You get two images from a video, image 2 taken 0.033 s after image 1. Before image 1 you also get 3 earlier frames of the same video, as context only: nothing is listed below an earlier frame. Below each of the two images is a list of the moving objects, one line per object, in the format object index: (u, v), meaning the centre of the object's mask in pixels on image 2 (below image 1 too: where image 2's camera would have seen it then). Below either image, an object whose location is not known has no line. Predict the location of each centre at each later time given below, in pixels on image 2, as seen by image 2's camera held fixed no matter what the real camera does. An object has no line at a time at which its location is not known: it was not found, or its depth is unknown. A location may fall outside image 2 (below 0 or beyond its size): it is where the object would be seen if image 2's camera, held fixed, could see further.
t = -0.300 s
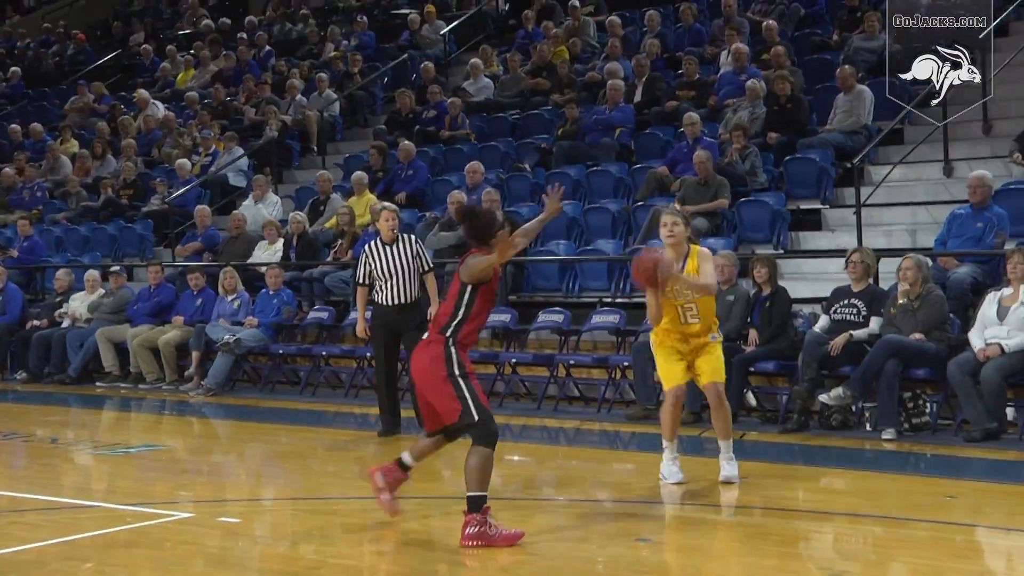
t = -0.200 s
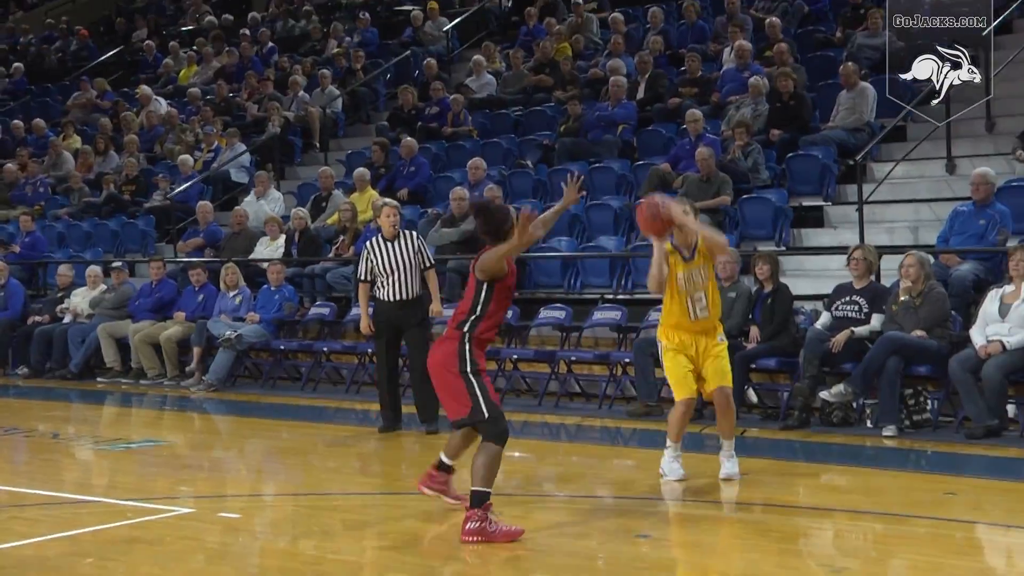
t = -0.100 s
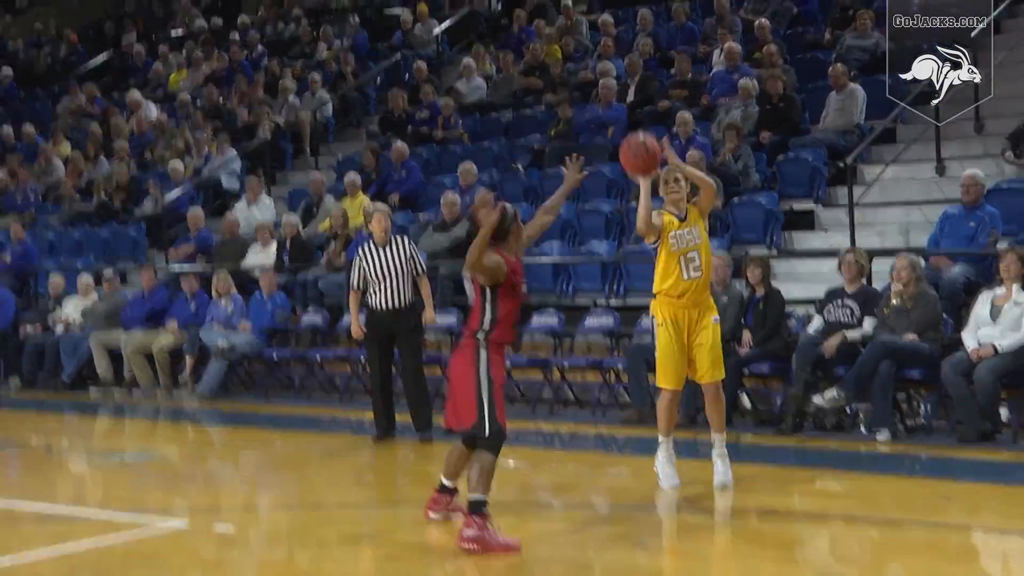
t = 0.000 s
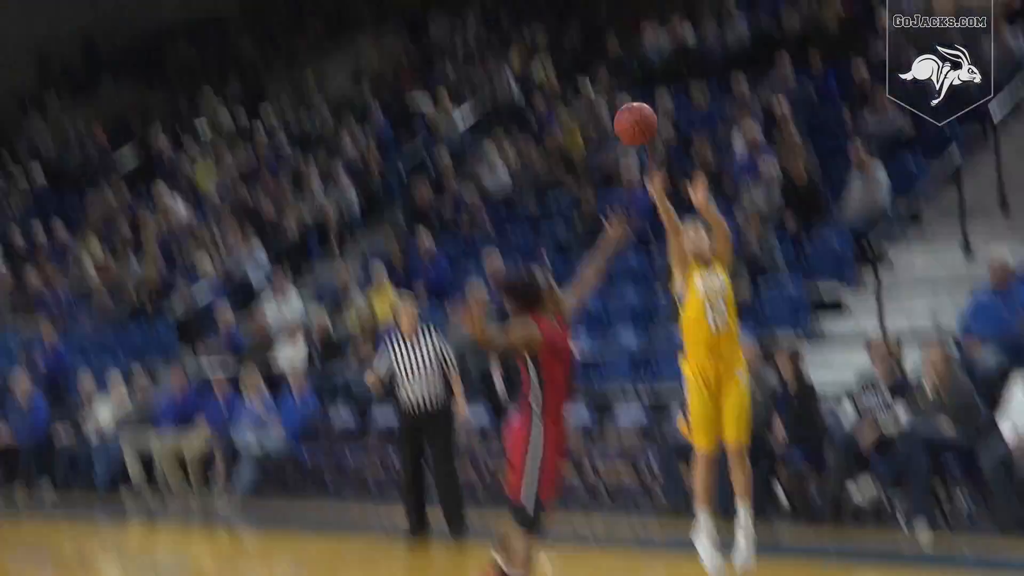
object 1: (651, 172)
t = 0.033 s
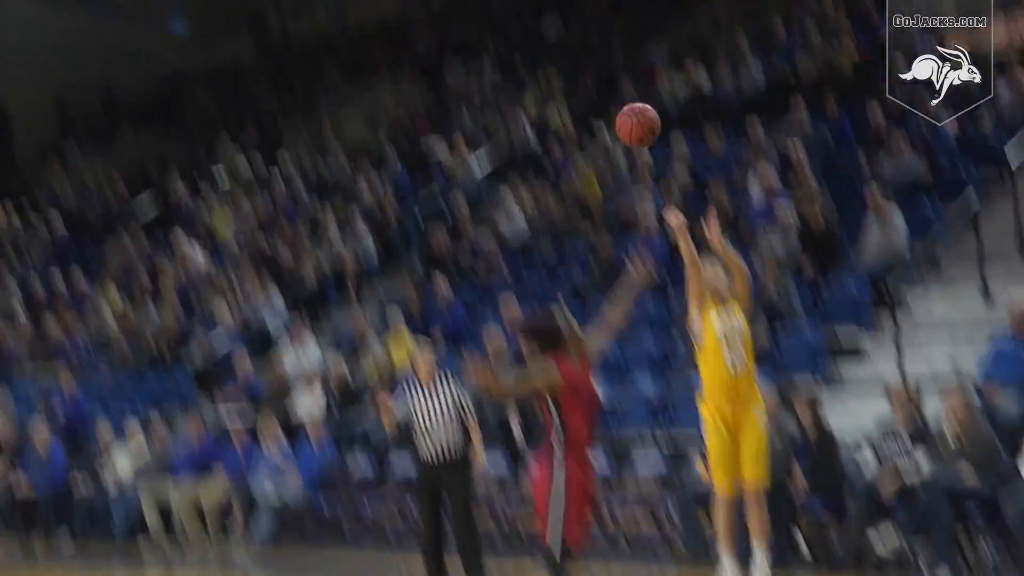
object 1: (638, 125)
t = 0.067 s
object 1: (625, 79)
